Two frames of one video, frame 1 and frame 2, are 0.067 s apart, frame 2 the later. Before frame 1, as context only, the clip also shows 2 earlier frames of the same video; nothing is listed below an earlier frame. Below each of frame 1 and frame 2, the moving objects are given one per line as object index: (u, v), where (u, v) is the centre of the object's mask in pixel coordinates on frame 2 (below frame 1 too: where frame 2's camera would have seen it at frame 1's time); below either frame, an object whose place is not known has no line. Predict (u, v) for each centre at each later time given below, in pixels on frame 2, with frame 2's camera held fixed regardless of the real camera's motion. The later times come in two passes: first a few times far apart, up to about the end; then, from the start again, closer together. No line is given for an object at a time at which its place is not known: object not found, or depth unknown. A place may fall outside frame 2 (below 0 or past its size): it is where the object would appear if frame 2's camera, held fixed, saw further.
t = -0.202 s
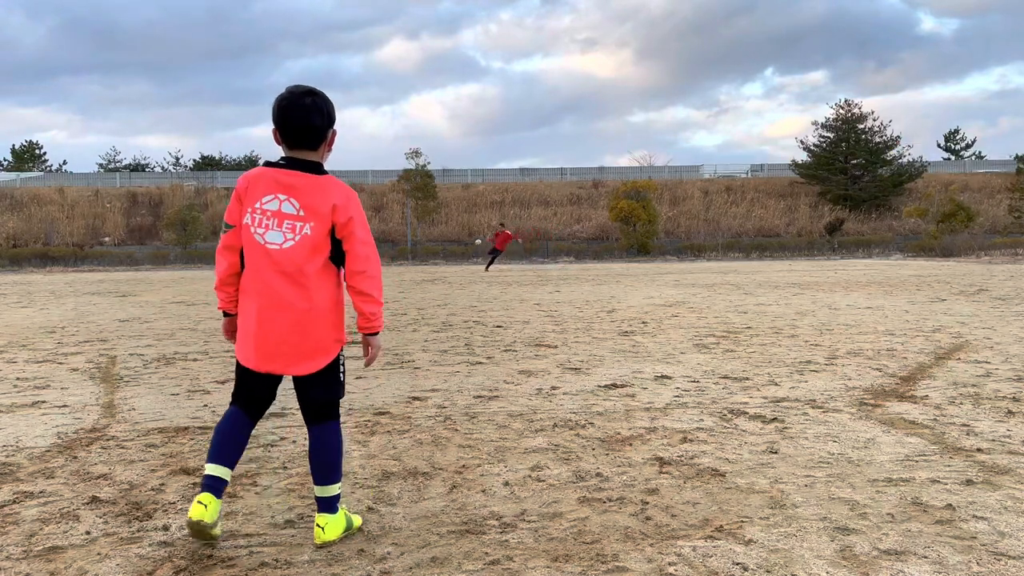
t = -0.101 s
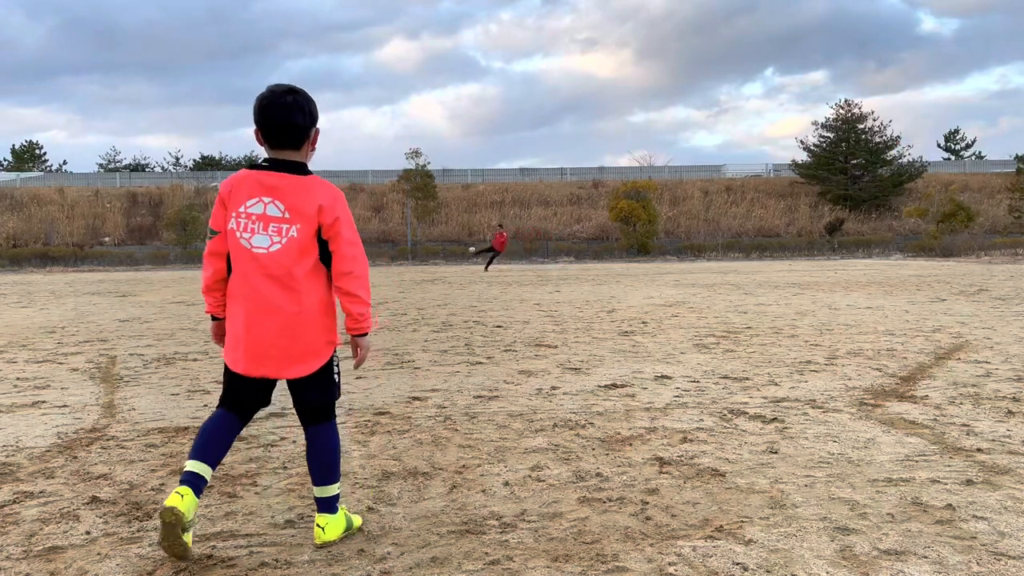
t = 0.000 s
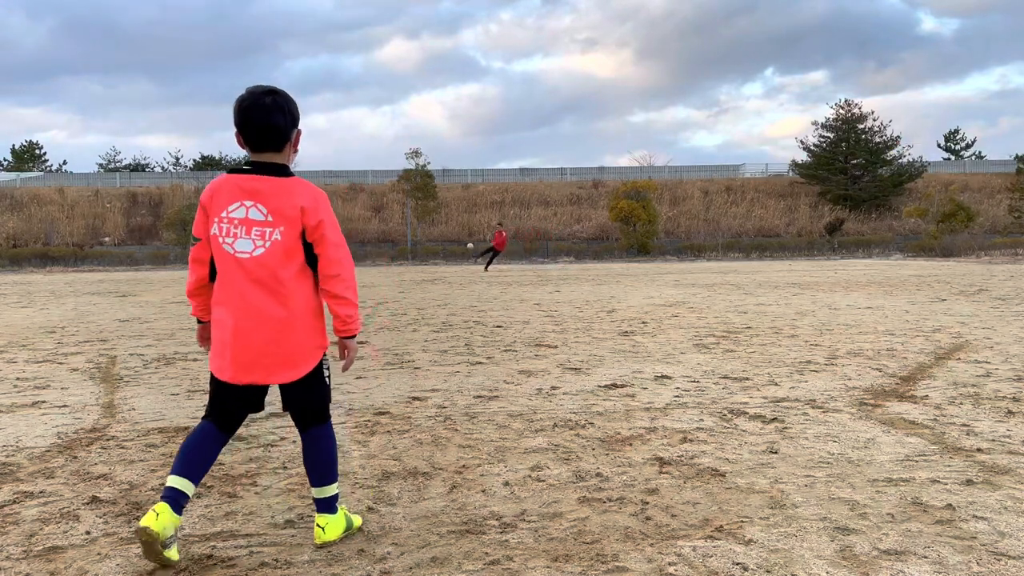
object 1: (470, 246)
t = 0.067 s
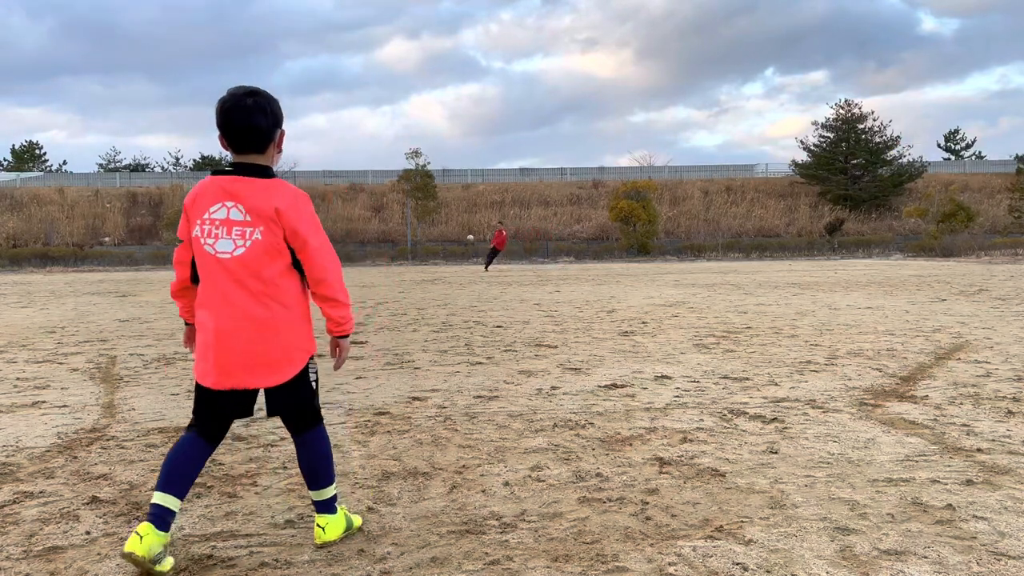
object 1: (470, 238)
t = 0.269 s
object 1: (470, 216)
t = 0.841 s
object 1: (477, 213)
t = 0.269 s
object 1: (470, 216)
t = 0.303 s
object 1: (470, 214)
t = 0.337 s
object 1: (470, 211)
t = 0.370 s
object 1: (471, 209)
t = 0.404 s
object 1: (471, 208)
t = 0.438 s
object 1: (471, 206)
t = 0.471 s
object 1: (471, 204)
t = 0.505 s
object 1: (472, 203)
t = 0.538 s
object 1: (472, 203)
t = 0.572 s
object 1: (472, 202)
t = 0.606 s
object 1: (472, 202)
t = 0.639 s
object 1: (473, 202)
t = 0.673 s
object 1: (473, 203)
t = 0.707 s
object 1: (474, 205)
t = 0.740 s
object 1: (474, 206)
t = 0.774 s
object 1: (475, 208)
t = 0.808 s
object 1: (475, 210)
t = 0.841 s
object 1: (477, 213)
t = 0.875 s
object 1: (477, 218)
